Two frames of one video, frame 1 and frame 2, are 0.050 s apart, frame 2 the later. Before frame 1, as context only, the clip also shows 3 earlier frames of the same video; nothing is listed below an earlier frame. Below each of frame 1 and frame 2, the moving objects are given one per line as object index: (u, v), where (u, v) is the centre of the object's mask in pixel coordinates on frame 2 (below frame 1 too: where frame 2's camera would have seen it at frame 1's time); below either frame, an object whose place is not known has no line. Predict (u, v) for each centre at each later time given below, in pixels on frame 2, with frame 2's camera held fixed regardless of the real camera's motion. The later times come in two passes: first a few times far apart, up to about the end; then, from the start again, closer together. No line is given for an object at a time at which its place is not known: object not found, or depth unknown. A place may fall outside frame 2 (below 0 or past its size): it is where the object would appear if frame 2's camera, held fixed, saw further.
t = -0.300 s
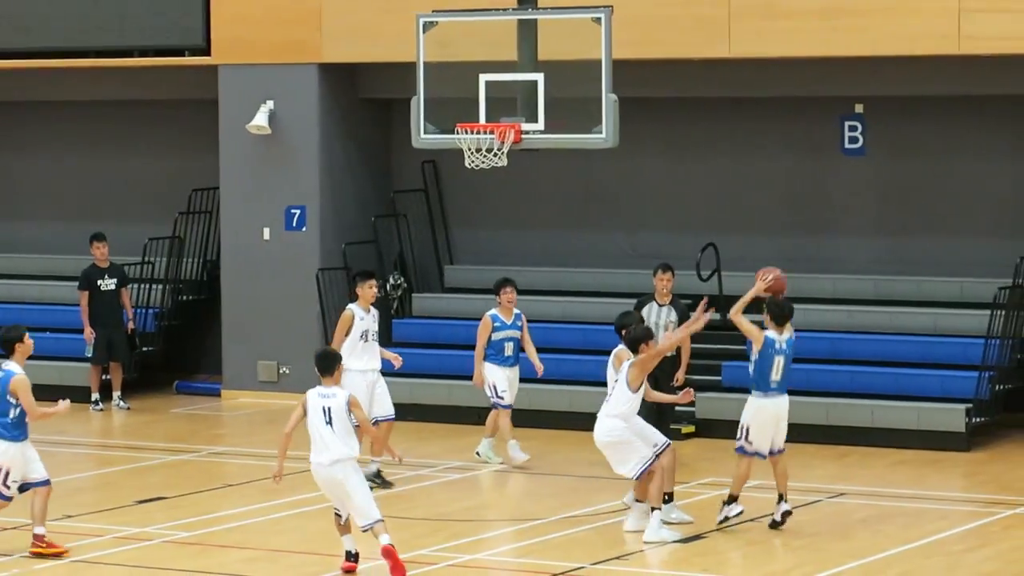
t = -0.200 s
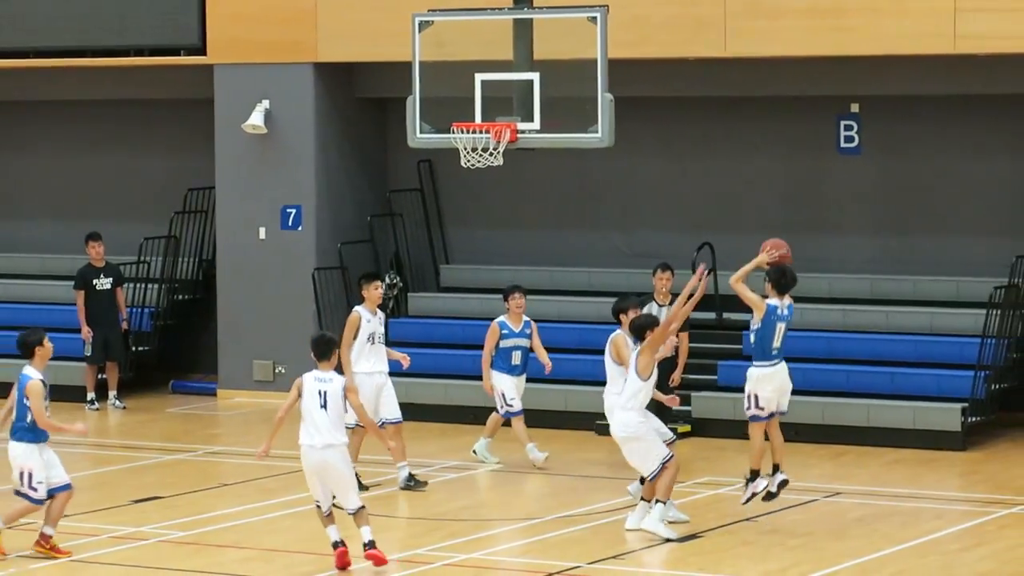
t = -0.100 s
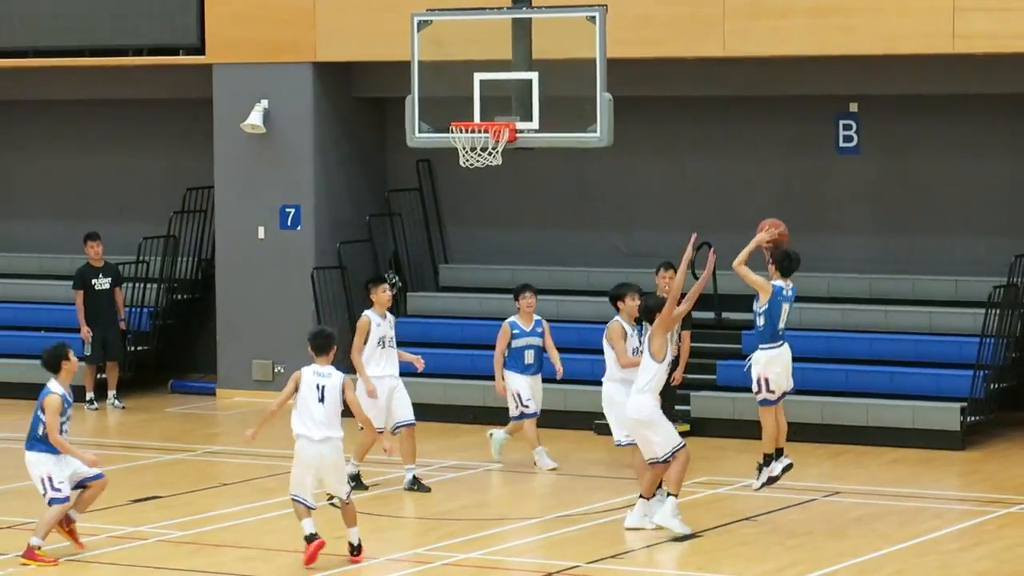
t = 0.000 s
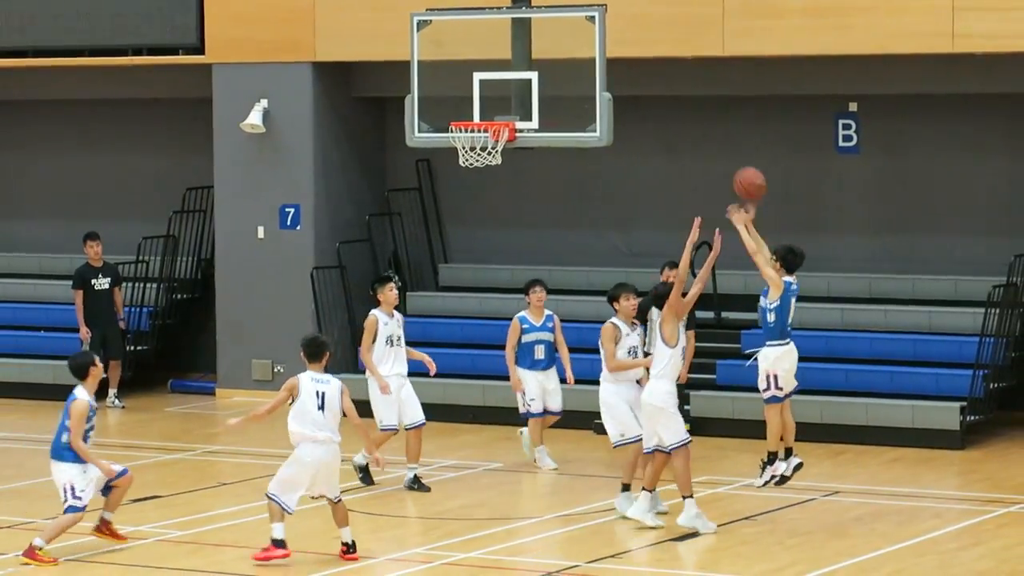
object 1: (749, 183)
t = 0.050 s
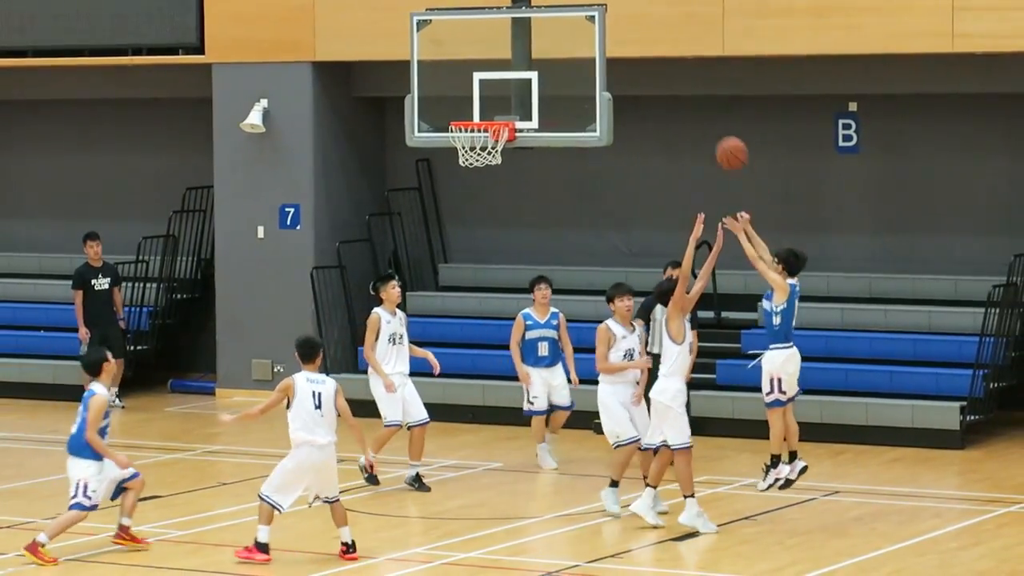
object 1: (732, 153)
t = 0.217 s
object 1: (674, 78)
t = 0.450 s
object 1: (597, 36)
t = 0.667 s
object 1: (530, 57)
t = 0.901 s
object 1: (471, 103)
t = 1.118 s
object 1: (436, 90)
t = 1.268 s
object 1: (410, 113)
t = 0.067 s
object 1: (726, 144)
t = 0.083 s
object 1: (720, 136)
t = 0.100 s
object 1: (714, 127)
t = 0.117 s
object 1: (708, 119)
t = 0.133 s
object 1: (703, 111)
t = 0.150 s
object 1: (697, 104)
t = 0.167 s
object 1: (691, 97)
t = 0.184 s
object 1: (685, 90)
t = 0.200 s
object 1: (680, 84)
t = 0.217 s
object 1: (674, 78)
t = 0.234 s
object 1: (668, 73)
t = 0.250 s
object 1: (663, 69)
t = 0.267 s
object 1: (657, 64)
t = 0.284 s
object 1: (652, 60)
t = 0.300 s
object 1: (646, 56)
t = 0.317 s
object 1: (640, 52)
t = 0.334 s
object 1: (635, 49)
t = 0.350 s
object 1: (629, 46)
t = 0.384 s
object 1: (619, 41)
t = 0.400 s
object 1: (613, 39)
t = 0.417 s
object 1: (608, 38)
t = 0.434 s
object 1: (603, 36)
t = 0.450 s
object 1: (597, 36)
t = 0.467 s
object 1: (592, 35)
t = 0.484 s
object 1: (587, 35)
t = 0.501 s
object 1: (581, 35)
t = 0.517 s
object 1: (577, 36)
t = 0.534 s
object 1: (571, 38)
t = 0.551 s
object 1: (566, 39)
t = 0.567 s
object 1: (561, 40)
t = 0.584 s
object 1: (556, 43)
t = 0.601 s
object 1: (551, 45)
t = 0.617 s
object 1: (545, 48)
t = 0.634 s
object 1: (540, 50)
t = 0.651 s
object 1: (535, 54)
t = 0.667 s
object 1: (530, 57)
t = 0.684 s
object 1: (525, 60)
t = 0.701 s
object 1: (521, 65)
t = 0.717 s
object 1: (515, 69)
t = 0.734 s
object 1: (510, 74)
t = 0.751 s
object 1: (506, 79)
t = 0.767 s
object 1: (501, 82)
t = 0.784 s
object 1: (497, 87)
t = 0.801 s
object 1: (494, 90)
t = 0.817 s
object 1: (490, 95)
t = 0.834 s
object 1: (486, 99)
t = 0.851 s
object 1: (481, 104)
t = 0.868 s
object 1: (477, 108)
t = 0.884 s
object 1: (475, 107)
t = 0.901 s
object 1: (471, 103)
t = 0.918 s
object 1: (468, 100)
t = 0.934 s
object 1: (465, 97)
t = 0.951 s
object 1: (463, 95)
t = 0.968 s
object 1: (460, 93)
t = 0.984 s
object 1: (457, 91)
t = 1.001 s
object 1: (455, 90)
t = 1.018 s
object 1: (452, 89)
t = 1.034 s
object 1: (449, 88)
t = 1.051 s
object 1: (446, 88)
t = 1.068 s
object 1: (444, 88)
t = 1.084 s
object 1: (440, 88)
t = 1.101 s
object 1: (438, 89)
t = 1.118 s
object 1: (436, 90)
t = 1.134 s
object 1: (433, 91)
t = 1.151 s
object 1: (430, 92)
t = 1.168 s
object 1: (427, 94)
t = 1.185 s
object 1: (425, 97)
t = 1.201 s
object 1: (422, 99)
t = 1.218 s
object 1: (419, 102)
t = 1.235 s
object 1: (416, 105)
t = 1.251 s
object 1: (413, 109)
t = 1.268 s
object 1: (410, 113)
